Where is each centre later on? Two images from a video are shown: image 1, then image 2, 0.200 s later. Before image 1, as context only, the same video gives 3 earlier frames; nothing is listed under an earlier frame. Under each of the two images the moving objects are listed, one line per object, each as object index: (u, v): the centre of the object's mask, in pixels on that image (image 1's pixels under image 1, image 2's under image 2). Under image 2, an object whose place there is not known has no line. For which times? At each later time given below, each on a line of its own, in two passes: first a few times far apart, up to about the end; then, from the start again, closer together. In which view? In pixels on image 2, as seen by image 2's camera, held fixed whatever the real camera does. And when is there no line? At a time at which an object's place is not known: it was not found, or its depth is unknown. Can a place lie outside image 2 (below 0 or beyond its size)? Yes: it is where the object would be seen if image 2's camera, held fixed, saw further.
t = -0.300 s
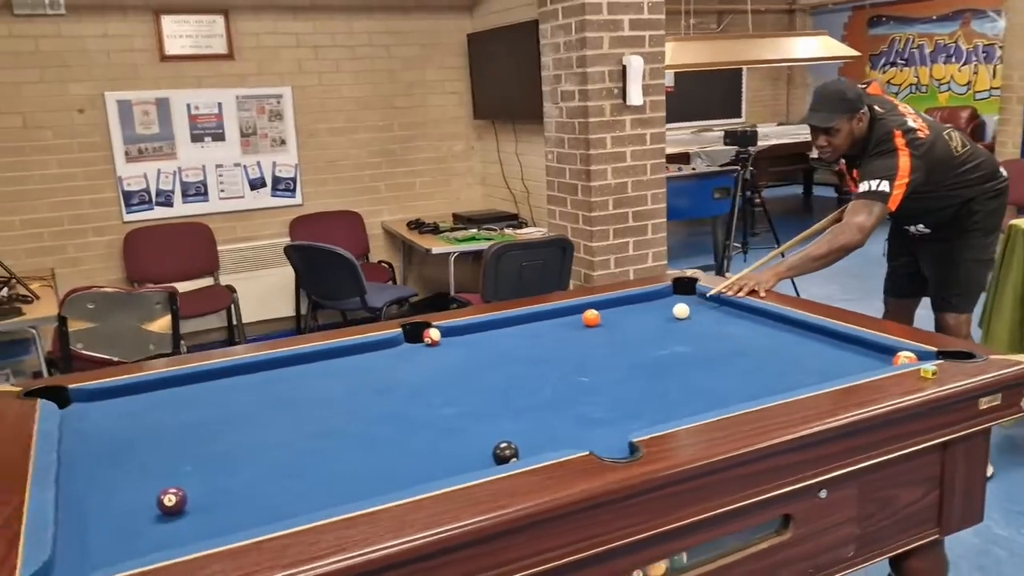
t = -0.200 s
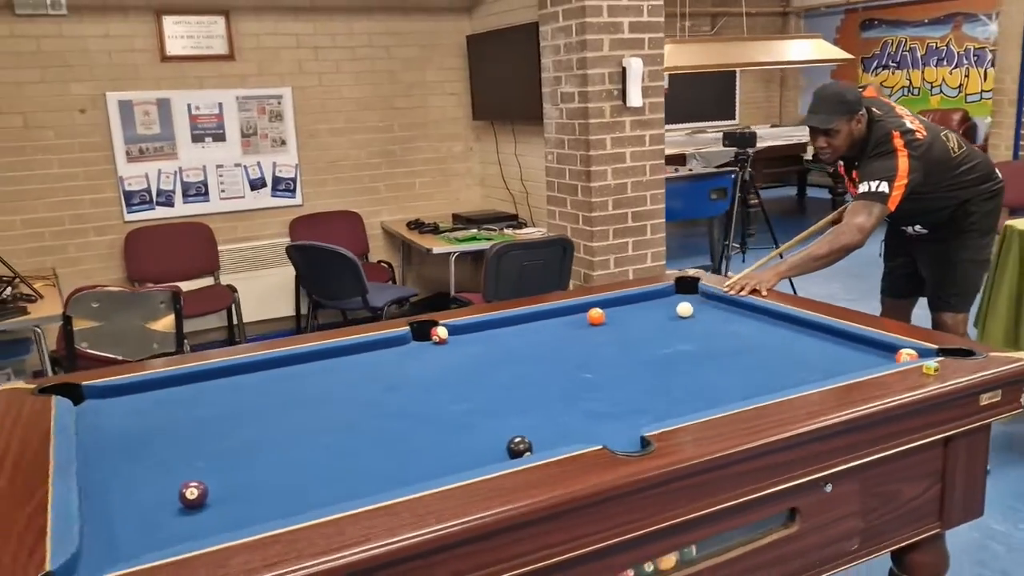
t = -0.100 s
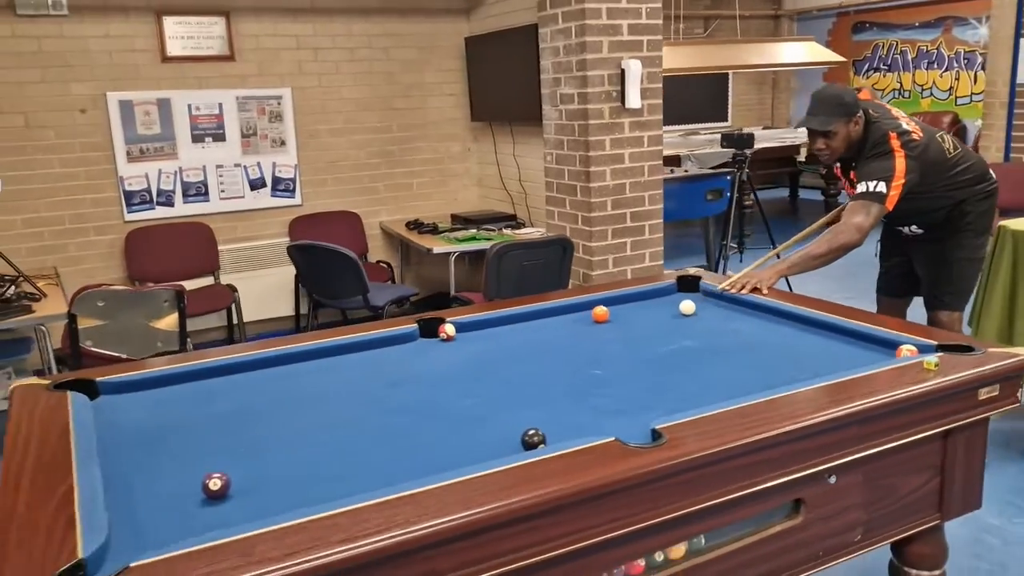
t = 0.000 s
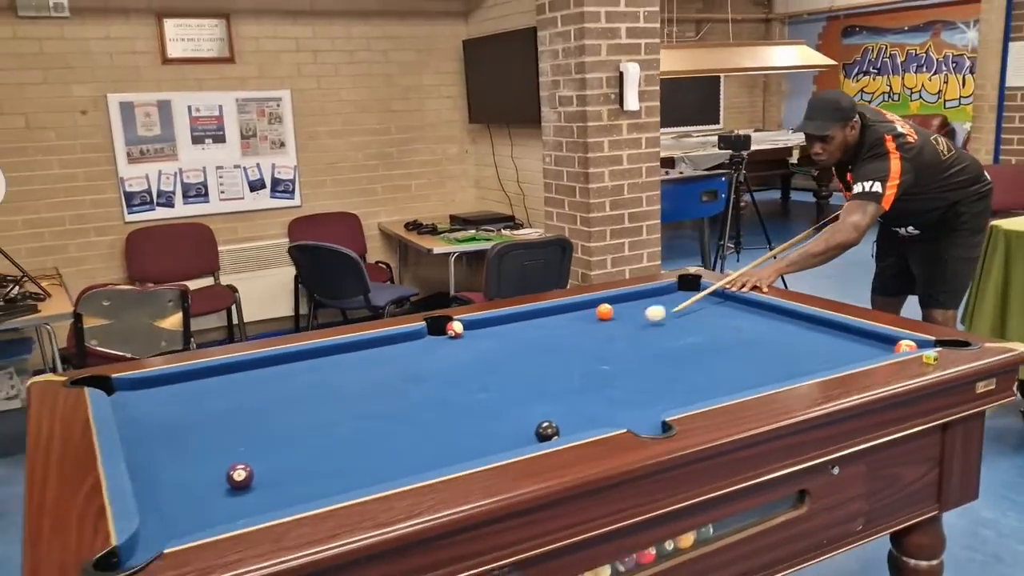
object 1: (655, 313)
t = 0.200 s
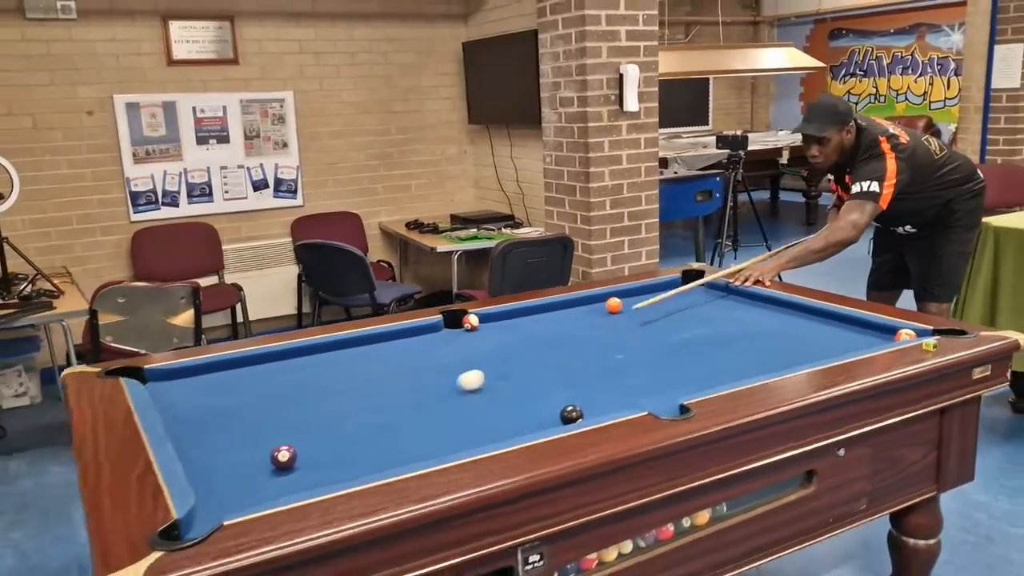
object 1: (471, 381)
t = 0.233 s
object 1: (430, 395)
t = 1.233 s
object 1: (638, 319)
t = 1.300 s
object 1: (657, 313)
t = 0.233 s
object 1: (430, 395)
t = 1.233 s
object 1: (638, 319)
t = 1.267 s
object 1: (648, 316)
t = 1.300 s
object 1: (657, 313)
